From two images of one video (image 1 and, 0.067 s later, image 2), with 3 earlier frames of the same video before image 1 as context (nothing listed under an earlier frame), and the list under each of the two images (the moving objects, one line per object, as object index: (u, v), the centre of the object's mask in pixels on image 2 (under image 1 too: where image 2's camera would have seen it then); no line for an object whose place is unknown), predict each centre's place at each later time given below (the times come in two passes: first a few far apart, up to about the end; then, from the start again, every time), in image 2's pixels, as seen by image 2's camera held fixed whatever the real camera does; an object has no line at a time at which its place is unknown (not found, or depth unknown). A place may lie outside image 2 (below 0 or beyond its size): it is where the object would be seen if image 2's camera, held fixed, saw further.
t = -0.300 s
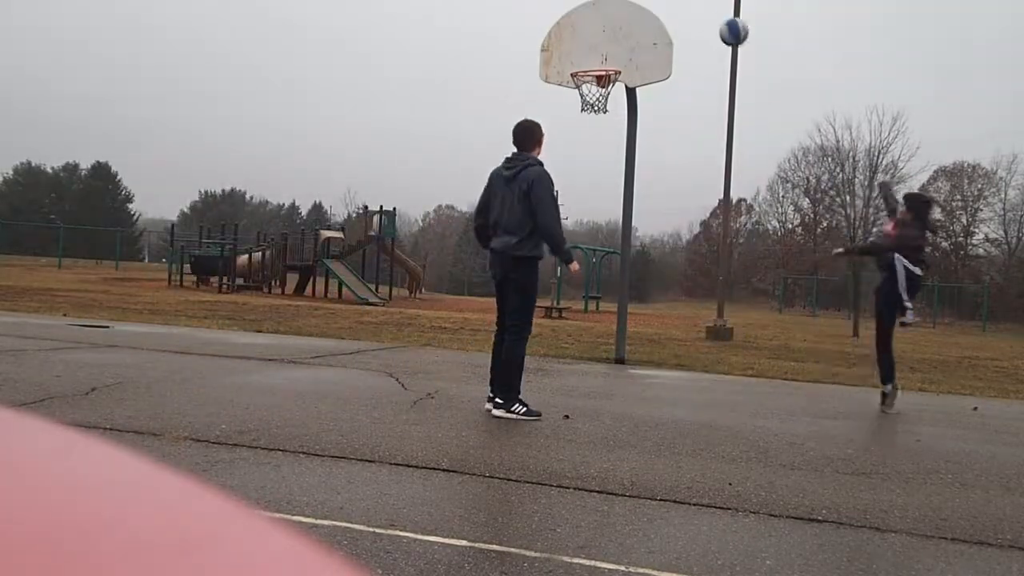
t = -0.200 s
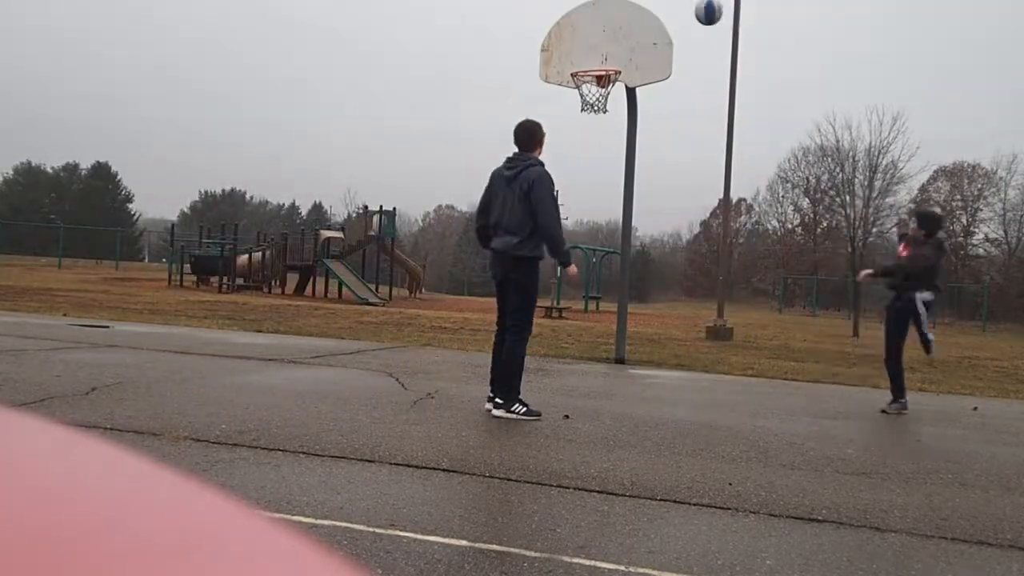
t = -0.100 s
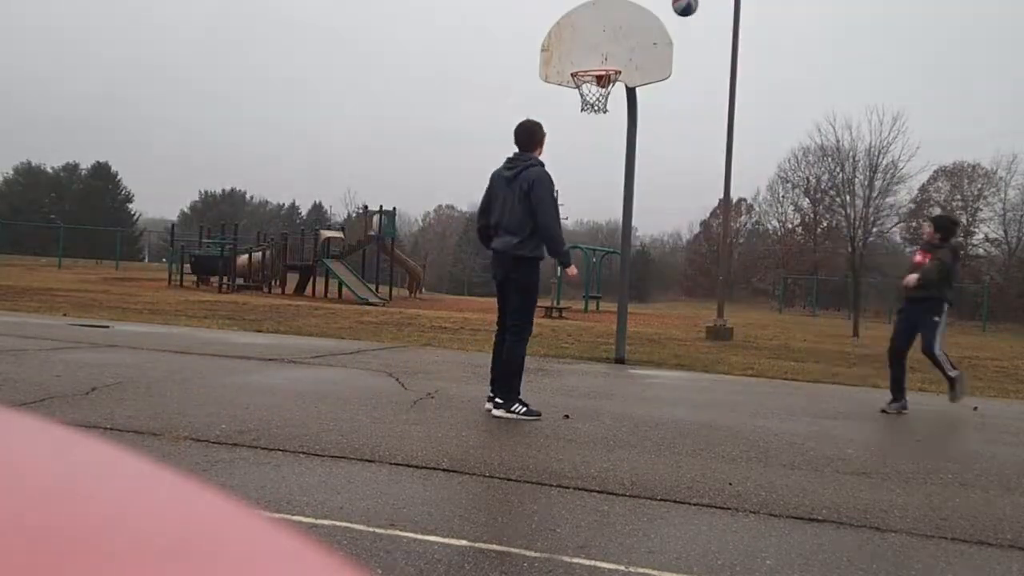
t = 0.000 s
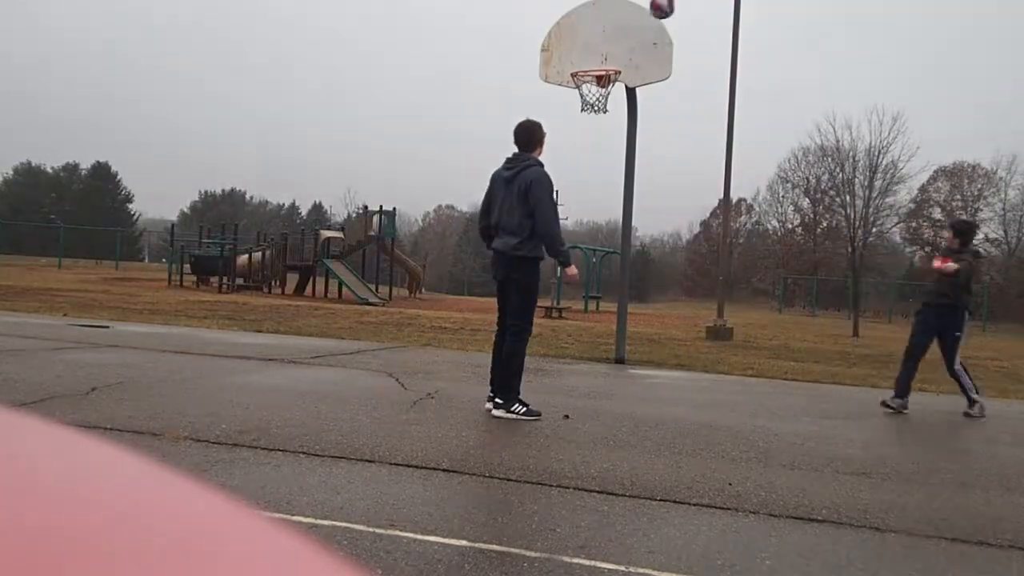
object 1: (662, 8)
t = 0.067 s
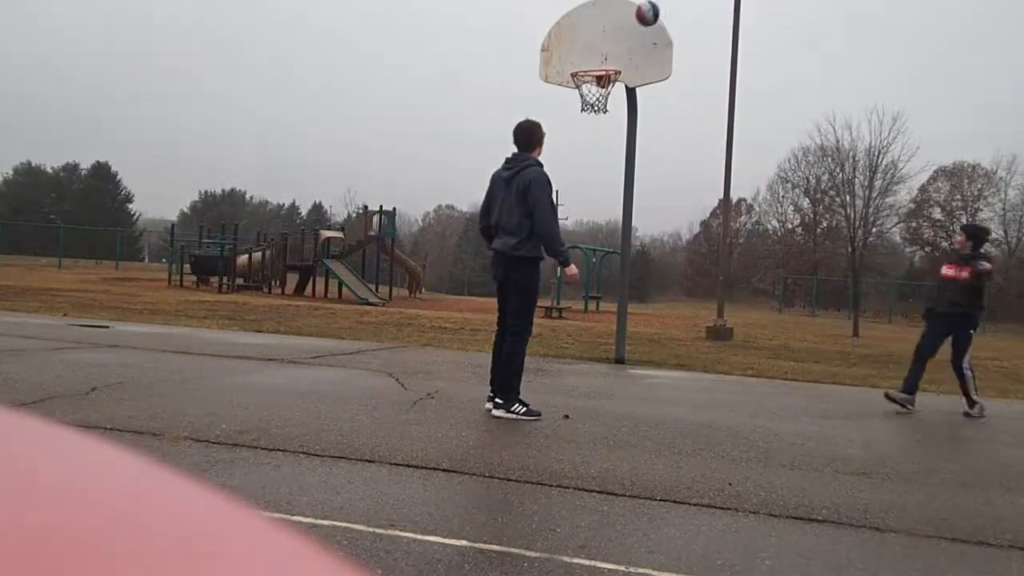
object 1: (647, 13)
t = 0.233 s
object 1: (612, 40)
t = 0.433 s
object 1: (598, 79)
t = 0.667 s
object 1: (593, 97)
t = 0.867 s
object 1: (587, 114)
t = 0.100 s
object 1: (640, 19)
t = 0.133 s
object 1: (633, 25)
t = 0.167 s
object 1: (626, 31)
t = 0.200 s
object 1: (619, 34)
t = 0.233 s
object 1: (612, 40)
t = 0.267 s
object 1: (604, 49)
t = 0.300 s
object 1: (597, 54)
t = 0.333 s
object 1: (589, 62)
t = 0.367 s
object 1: (588, 66)
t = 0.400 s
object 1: (594, 76)
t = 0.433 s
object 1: (598, 79)
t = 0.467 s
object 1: (606, 83)
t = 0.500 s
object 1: (606, 87)
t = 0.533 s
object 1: (602, 88)
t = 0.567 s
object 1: (601, 88)
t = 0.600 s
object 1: (597, 91)
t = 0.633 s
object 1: (596, 93)
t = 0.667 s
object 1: (593, 97)
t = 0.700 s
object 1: (591, 98)
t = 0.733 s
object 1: (590, 103)
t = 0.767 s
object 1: (589, 106)
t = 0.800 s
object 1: (589, 108)
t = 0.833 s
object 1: (588, 110)
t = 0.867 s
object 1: (587, 114)
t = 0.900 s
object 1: (587, 120)
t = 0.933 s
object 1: (586, 125)
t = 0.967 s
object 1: (586, 133)
